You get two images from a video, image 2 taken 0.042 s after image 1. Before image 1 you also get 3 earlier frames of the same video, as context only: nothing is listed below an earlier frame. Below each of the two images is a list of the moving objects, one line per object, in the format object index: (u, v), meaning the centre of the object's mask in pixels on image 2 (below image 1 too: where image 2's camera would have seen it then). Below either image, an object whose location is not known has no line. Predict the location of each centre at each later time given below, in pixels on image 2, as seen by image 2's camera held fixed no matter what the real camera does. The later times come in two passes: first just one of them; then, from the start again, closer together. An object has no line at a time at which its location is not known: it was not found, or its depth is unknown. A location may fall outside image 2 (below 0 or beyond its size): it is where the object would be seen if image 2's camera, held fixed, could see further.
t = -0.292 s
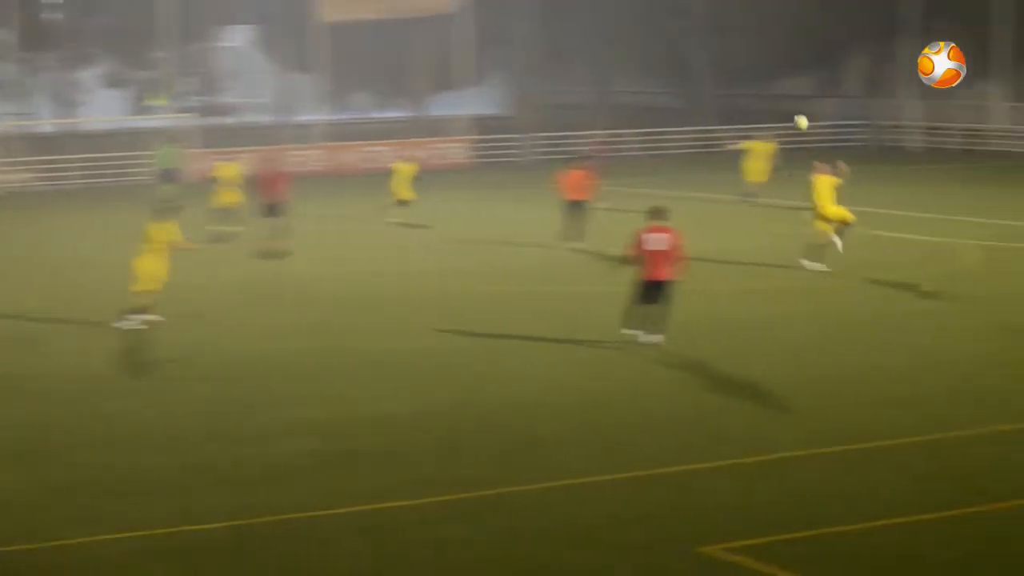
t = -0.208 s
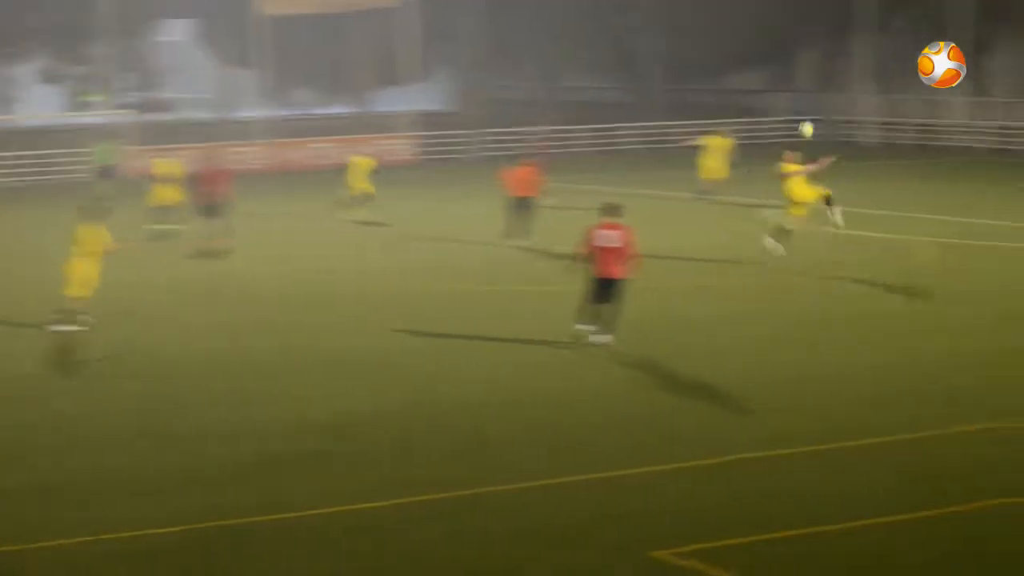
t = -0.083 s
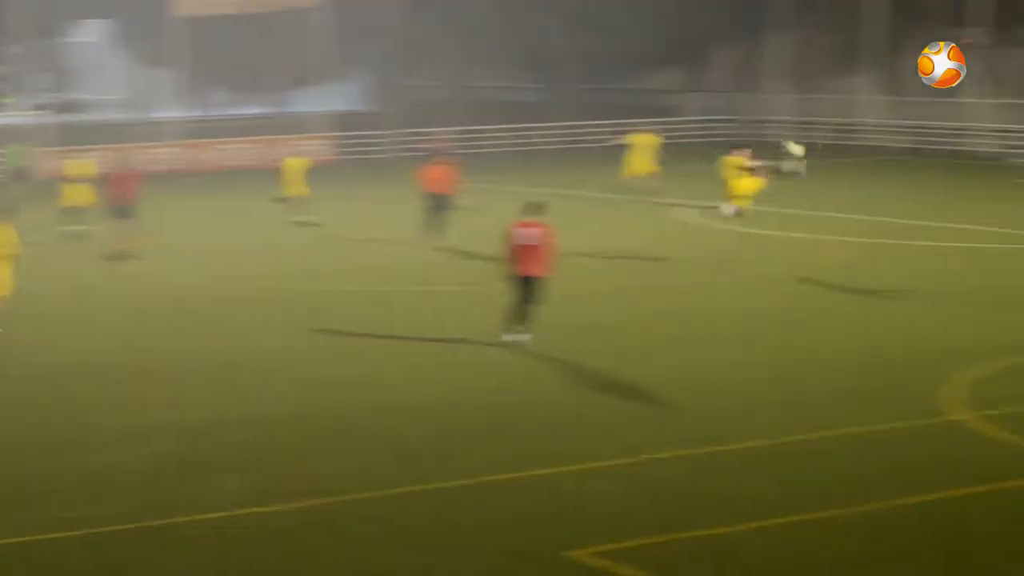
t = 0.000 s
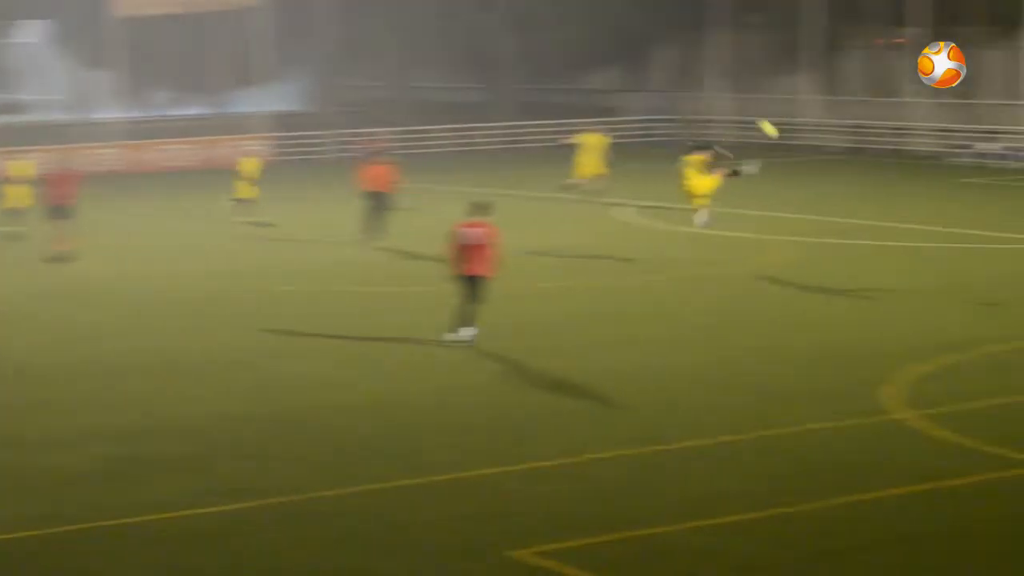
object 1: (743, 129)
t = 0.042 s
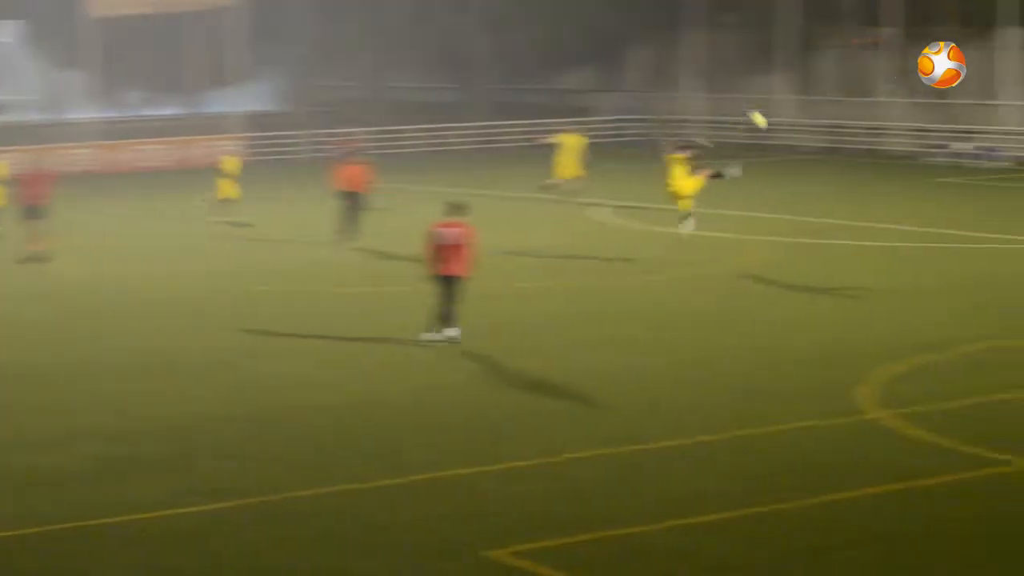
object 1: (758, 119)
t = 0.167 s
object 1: (804, 96)
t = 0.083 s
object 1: (772, 110)
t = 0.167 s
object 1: (804, 96)
